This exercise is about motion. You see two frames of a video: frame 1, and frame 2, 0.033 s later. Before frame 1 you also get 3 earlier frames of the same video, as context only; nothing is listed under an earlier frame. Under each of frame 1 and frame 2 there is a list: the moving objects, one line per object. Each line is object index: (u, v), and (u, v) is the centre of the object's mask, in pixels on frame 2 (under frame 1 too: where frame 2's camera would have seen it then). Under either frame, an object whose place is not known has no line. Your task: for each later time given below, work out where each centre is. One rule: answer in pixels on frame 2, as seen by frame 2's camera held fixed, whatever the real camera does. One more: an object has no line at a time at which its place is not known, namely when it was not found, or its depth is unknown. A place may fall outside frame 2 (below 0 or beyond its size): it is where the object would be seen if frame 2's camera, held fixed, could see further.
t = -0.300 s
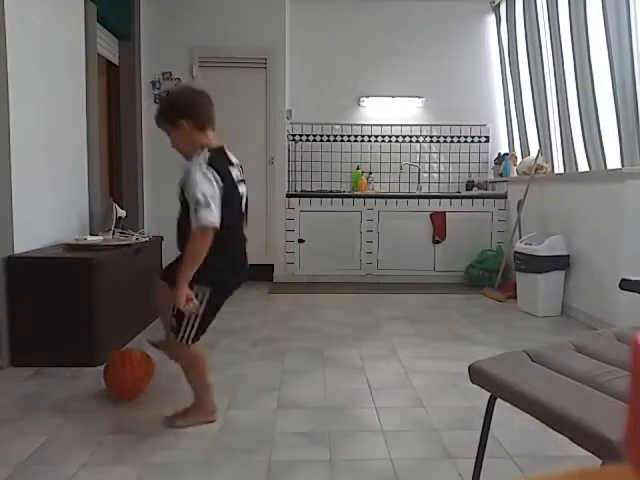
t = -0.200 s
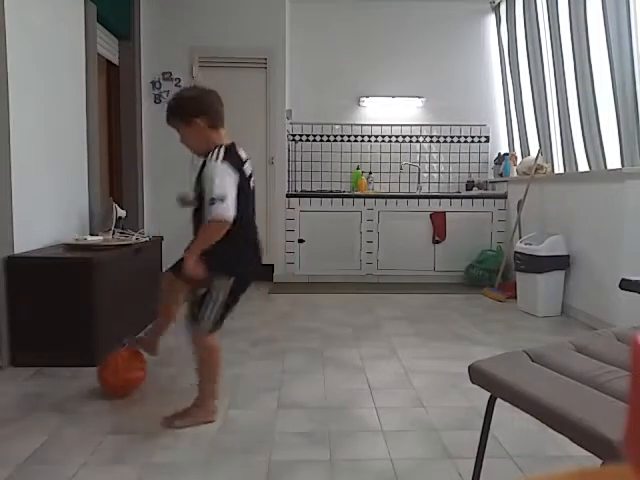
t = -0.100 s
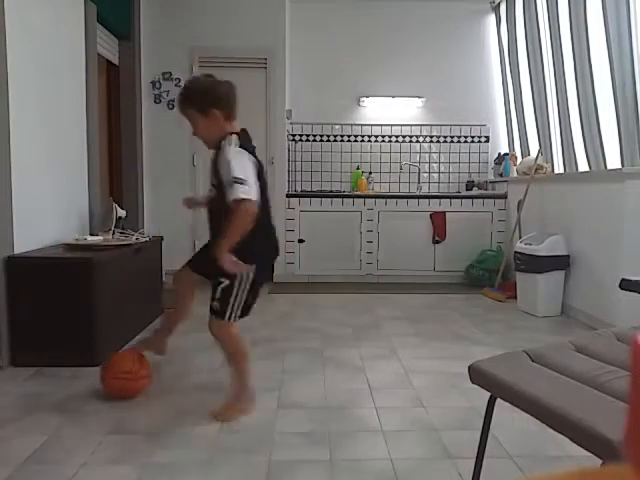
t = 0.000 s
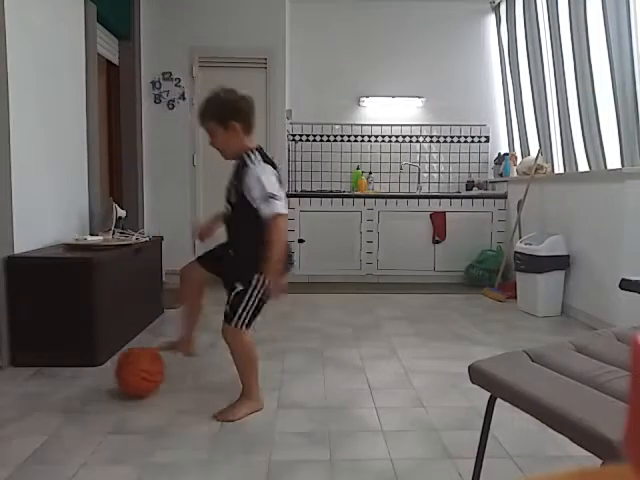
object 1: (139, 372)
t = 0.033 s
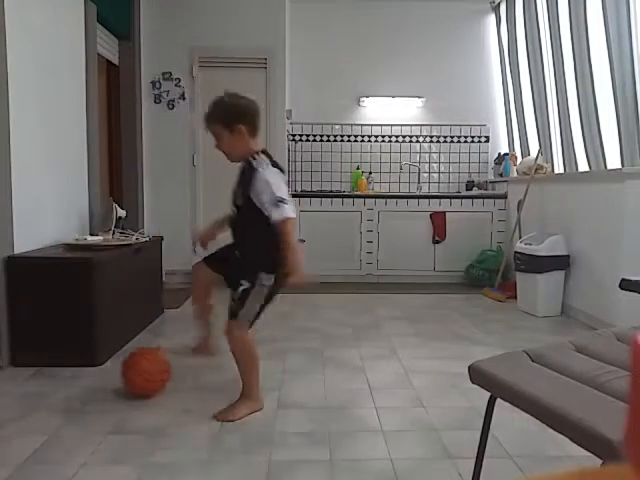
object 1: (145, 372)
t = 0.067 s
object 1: (151, 371)
